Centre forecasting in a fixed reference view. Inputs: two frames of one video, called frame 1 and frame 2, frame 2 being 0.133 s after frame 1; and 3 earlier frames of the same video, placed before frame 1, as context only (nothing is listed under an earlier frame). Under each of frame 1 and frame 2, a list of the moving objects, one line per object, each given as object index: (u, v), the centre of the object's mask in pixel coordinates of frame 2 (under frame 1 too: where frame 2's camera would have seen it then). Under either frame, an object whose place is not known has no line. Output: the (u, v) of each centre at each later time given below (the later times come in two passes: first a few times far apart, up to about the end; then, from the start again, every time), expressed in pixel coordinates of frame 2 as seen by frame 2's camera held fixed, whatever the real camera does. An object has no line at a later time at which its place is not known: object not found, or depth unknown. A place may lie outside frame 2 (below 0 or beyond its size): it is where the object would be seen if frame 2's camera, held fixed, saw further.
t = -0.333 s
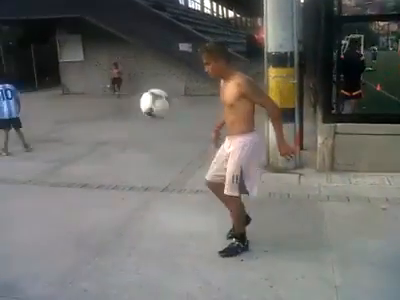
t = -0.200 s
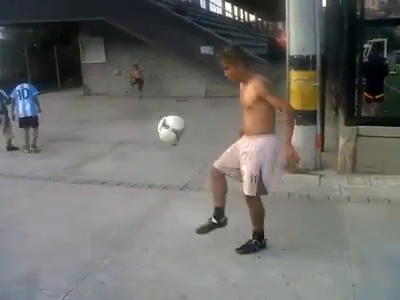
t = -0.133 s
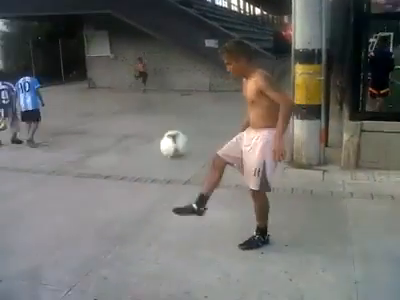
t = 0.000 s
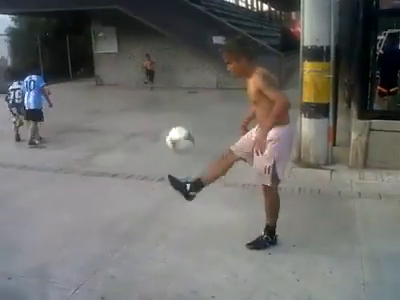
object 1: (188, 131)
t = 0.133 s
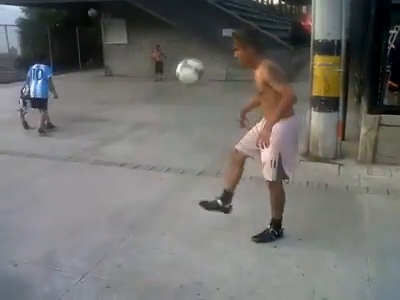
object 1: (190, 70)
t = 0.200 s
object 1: (192, 44)
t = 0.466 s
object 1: (196, 12)
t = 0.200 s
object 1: (192, 44)
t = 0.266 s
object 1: (192, 31)
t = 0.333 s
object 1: (194, 19)
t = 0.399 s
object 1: (195, 13)
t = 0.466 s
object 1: (196, 12)
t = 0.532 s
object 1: (197, 17)
